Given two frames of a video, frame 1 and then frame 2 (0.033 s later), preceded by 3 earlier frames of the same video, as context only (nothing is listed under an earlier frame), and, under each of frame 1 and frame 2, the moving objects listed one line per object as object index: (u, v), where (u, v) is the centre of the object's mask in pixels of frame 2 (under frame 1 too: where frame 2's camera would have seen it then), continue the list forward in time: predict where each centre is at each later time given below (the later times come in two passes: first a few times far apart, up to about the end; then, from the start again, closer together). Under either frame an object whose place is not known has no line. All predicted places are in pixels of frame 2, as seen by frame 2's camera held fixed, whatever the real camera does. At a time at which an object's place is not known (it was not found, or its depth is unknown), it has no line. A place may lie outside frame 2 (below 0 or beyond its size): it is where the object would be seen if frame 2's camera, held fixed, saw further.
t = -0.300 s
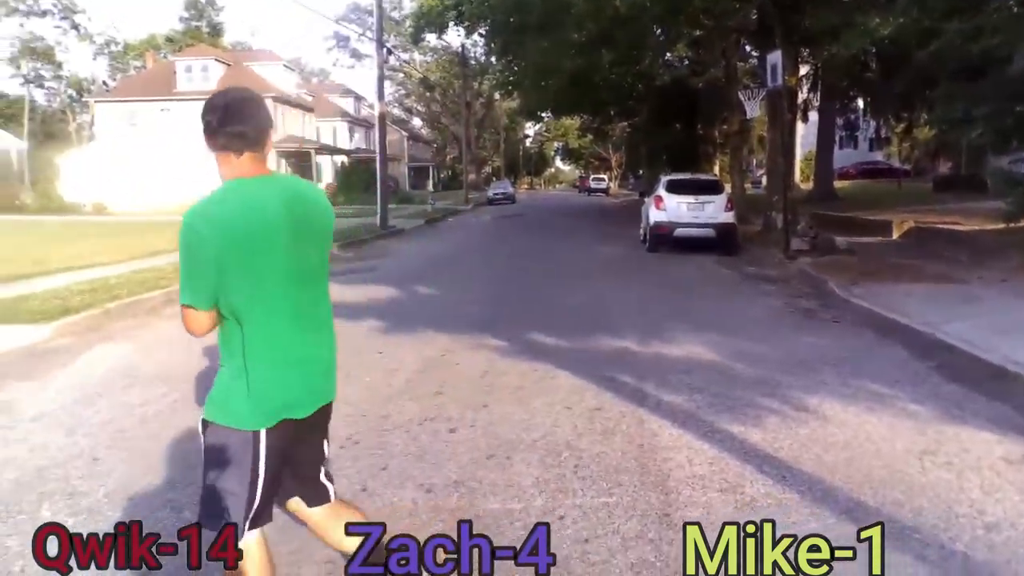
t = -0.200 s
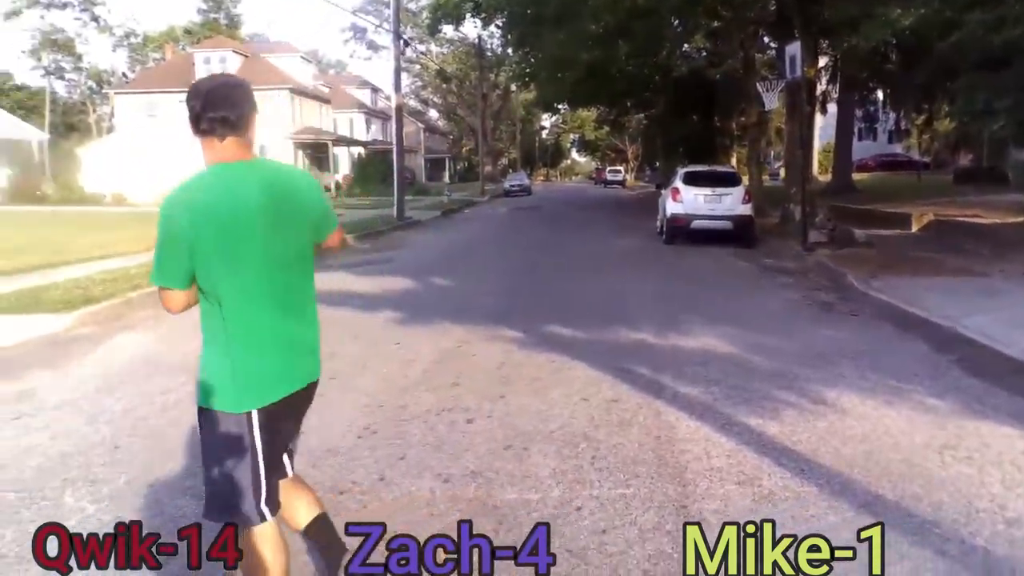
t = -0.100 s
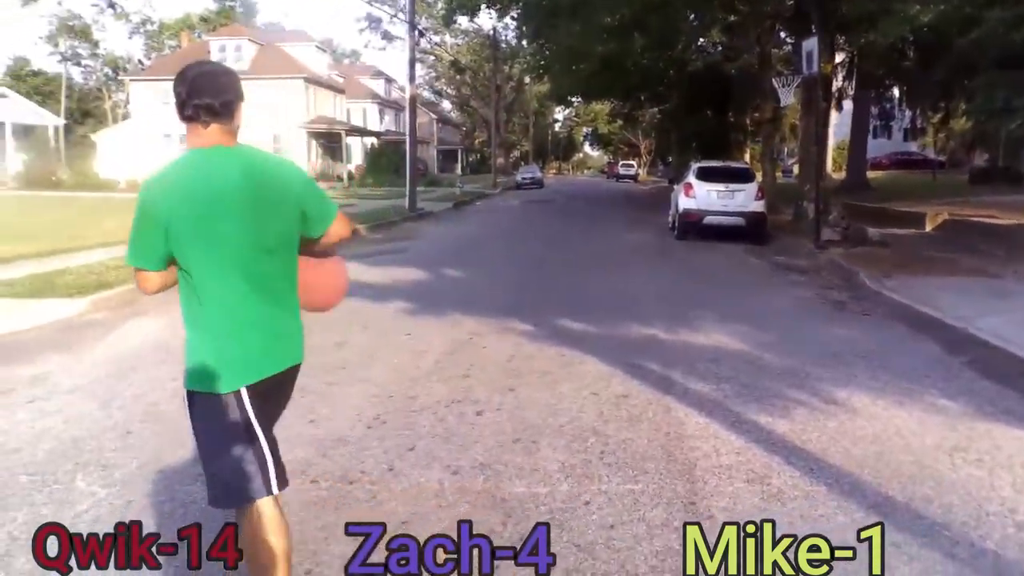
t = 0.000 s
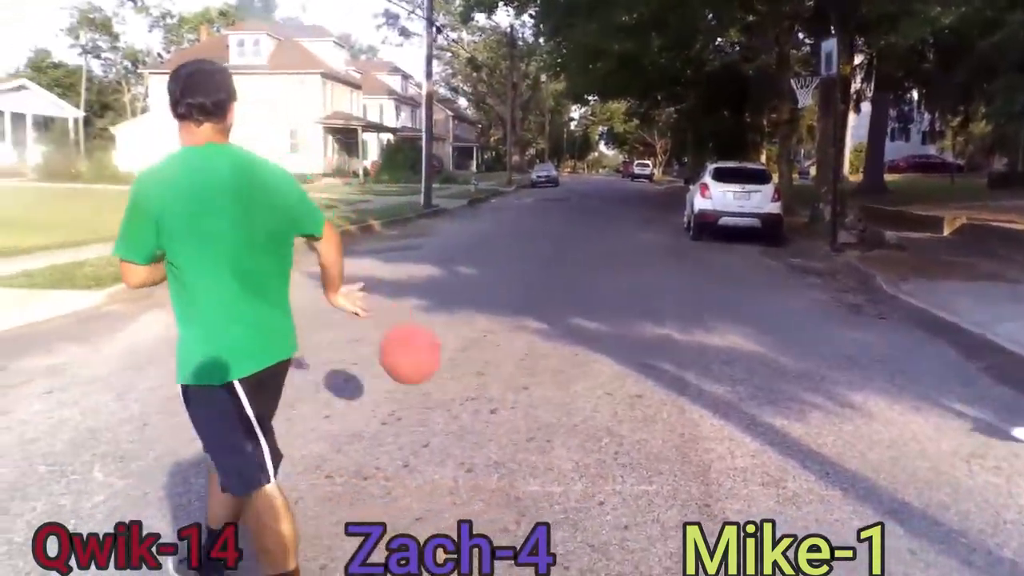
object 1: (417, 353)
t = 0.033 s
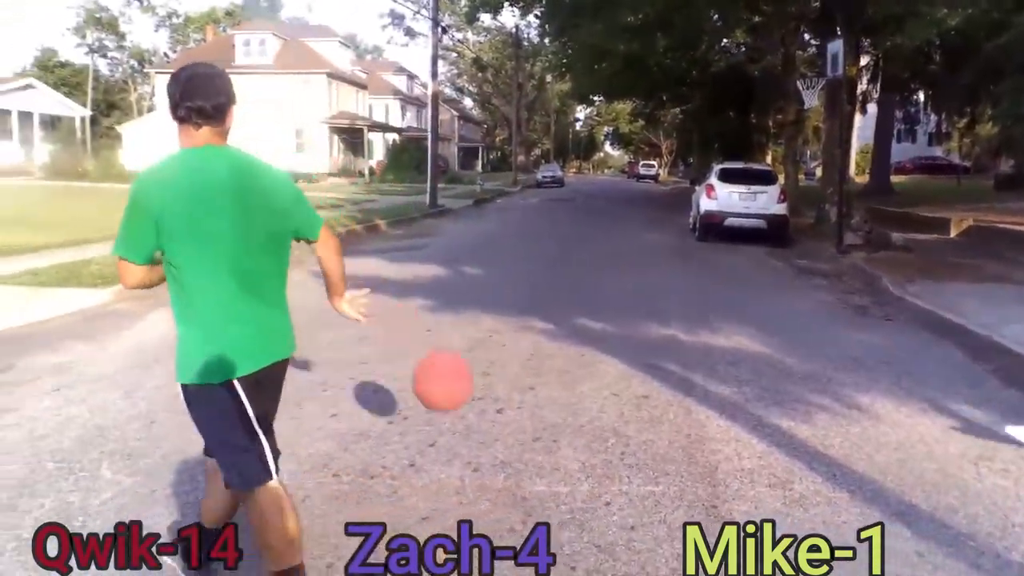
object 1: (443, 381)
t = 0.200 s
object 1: (547, 438)
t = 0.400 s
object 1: (644, 307)
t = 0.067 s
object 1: (468, 413)
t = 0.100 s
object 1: (492, 445)
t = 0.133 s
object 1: (515, 479)
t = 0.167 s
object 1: (532, 468)
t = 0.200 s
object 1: (547, 438)
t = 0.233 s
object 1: (562, 410)
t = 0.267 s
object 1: (578, 384)
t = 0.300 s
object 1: (595, 362)
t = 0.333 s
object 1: (612, 342)
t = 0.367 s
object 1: (628, 323)
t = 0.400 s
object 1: (644, 307)
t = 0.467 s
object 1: (673, 283)
